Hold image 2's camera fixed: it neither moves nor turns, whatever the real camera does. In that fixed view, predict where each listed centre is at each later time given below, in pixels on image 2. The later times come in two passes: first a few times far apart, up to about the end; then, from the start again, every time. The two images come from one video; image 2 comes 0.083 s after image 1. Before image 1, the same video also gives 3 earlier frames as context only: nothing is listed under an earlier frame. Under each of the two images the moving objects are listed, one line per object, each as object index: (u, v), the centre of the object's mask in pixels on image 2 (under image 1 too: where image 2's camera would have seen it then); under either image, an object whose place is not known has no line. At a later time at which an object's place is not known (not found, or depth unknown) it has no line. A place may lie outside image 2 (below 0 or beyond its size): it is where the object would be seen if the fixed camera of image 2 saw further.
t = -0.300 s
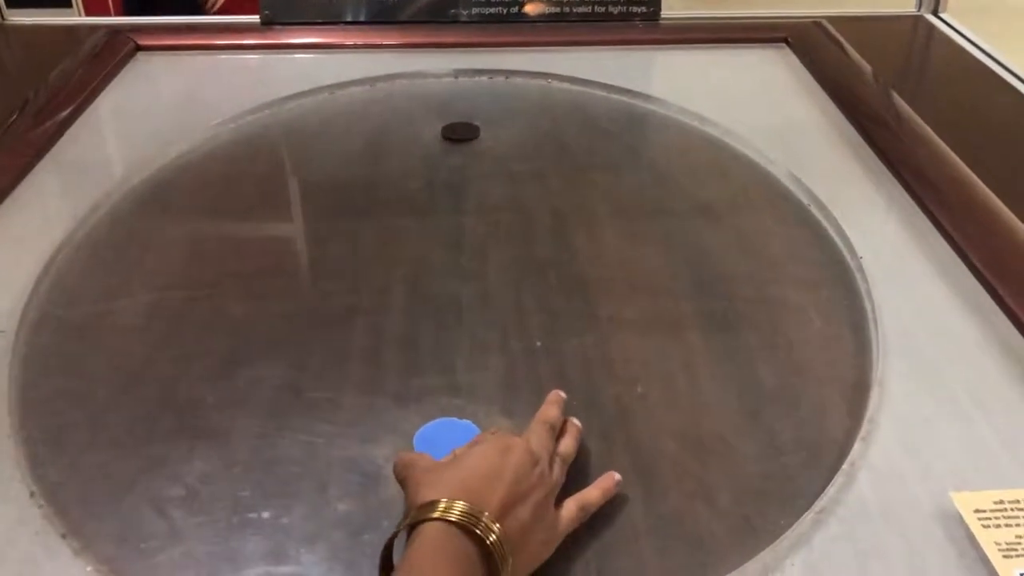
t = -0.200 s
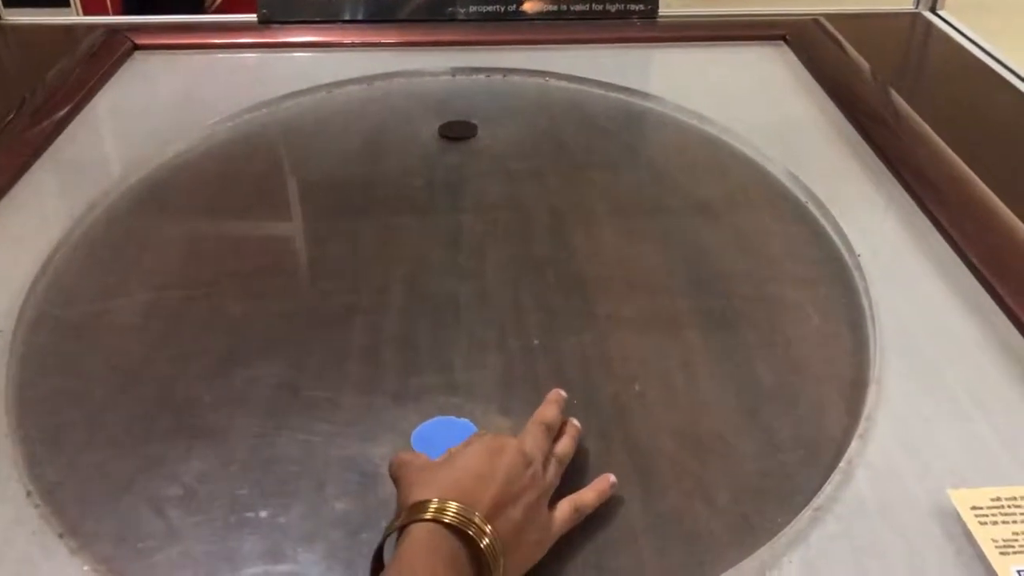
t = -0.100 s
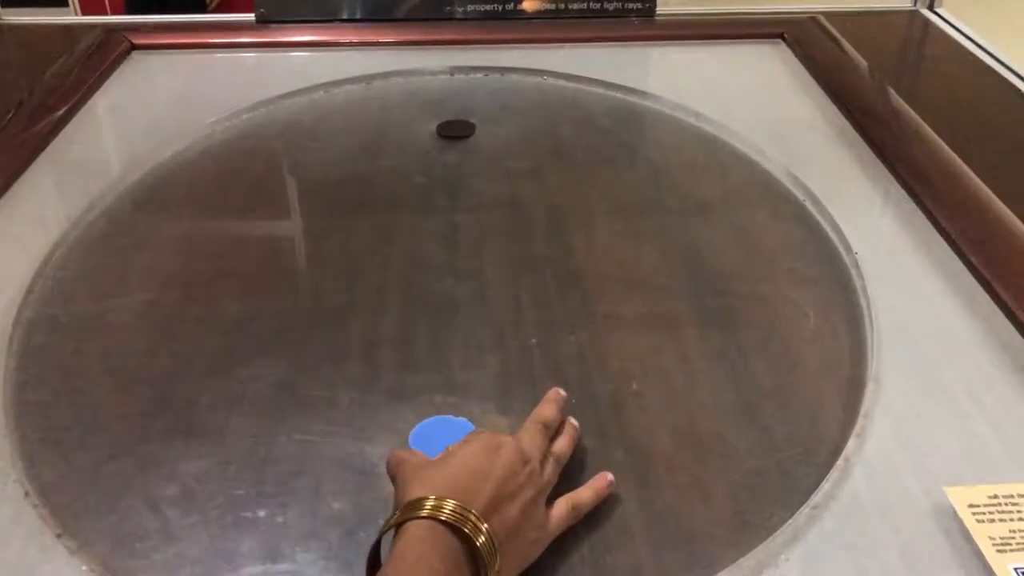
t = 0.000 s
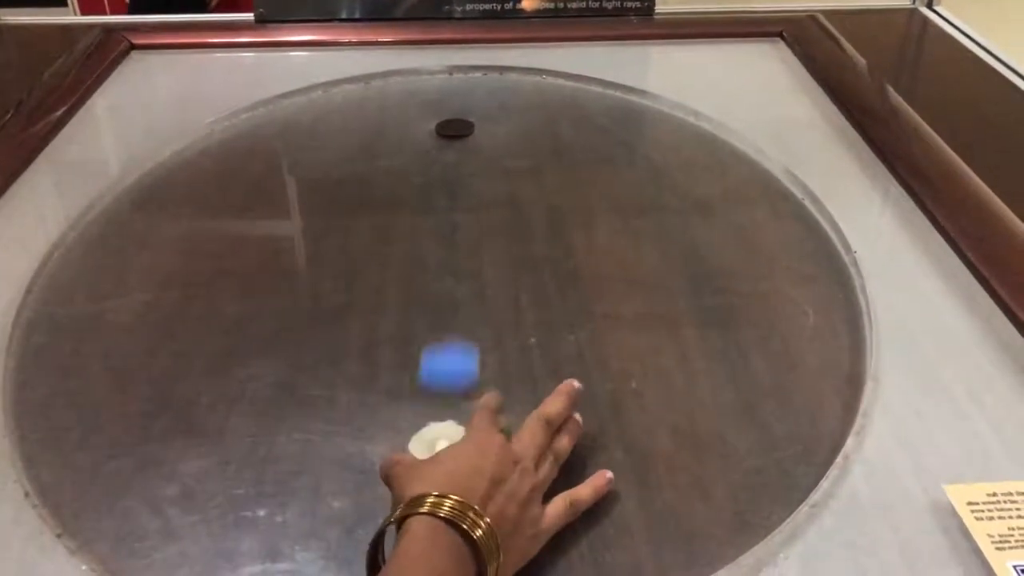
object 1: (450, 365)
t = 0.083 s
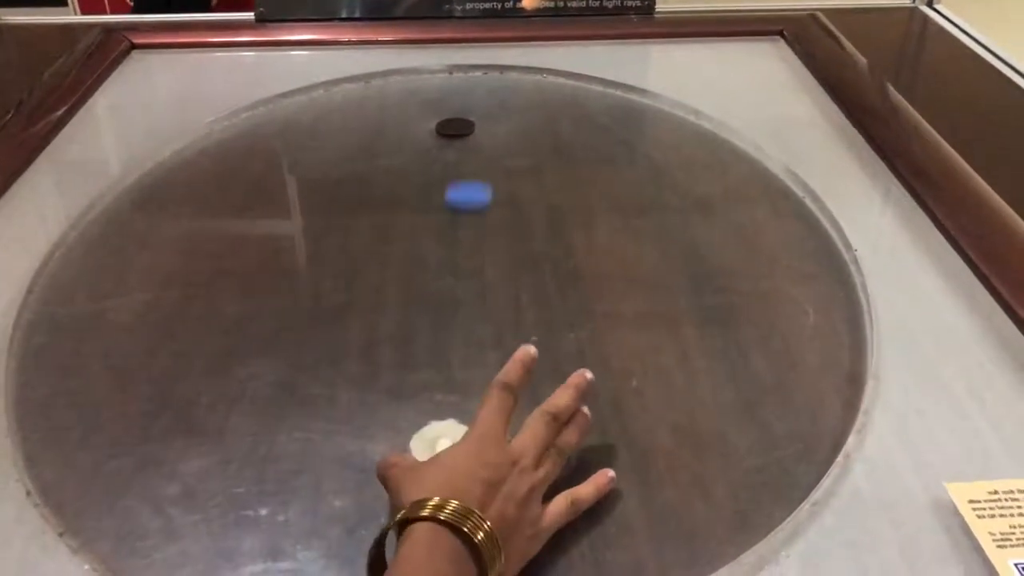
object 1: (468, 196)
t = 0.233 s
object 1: (660, 203)
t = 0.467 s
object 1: (758, 293)
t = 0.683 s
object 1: (751, 298)
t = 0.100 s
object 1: (470, 173)
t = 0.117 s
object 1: (473, 152)
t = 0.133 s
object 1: (488, 146)
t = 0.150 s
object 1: (517, 156)
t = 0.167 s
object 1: (547, 166)
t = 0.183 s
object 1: (575, 175)
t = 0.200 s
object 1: (603, 184)
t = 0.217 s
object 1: (633, 194)
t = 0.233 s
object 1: (660, 203)
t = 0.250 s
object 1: (686, 212)
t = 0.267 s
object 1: (715, 221)
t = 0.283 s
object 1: (741, 230)
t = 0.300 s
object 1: (766, 238)
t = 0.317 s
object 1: (791, 247)
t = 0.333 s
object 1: (813, 254)
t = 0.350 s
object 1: (815, 261)
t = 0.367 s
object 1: (805, 268)
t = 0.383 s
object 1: (795, 273)
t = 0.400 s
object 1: (786, 279)
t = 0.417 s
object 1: (777, 284)
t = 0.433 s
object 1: (769, 288)
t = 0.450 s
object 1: (763, 291)
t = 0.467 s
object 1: (758, 293)
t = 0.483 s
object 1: (754, 296)
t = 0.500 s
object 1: (752, 297)
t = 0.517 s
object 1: (750, 297)
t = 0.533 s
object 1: (750, 297)
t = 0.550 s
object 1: (750, 297)
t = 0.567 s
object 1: (750, 298)
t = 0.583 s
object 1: (750, 298)
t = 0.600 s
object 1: (750, 298)
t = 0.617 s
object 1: (750, 297)
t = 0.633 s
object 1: (750, 297)
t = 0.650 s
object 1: (750, 297)
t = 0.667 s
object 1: (750, 297)
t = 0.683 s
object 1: (751, 298)
